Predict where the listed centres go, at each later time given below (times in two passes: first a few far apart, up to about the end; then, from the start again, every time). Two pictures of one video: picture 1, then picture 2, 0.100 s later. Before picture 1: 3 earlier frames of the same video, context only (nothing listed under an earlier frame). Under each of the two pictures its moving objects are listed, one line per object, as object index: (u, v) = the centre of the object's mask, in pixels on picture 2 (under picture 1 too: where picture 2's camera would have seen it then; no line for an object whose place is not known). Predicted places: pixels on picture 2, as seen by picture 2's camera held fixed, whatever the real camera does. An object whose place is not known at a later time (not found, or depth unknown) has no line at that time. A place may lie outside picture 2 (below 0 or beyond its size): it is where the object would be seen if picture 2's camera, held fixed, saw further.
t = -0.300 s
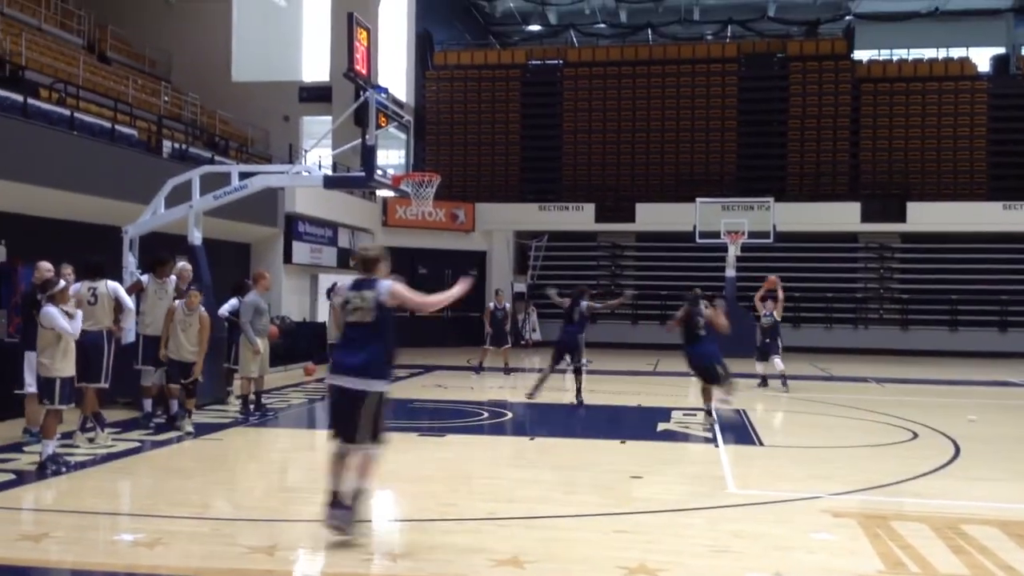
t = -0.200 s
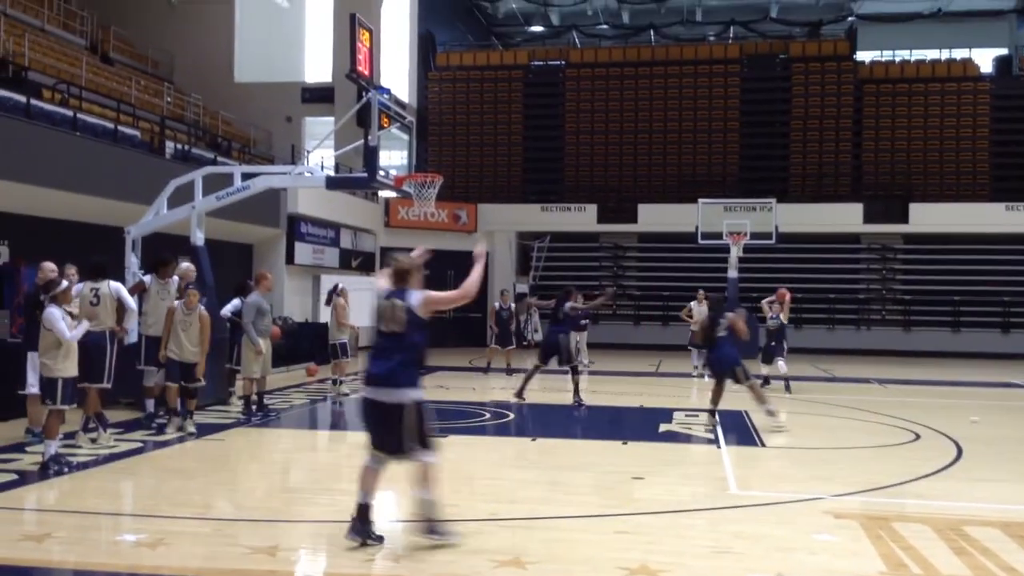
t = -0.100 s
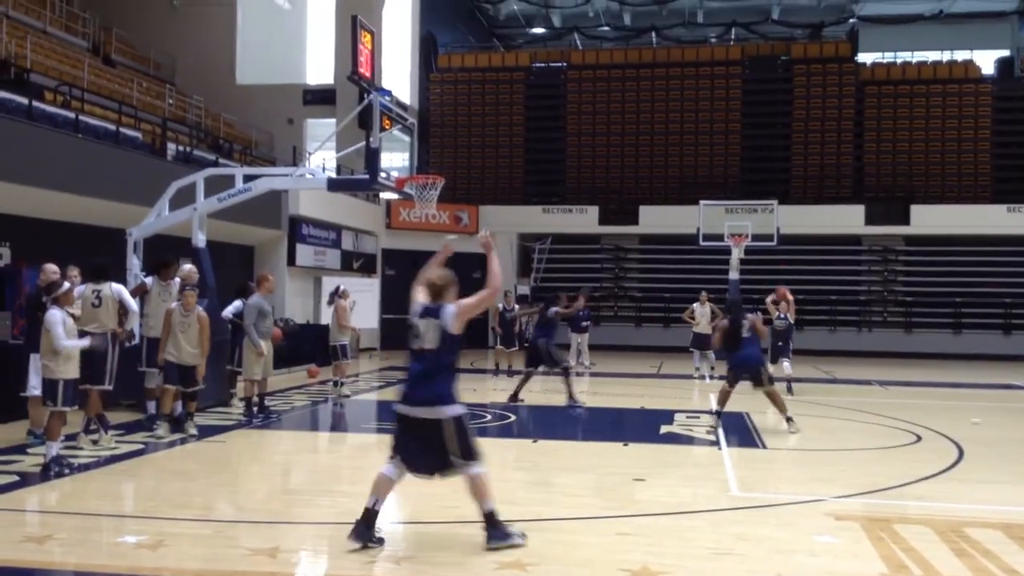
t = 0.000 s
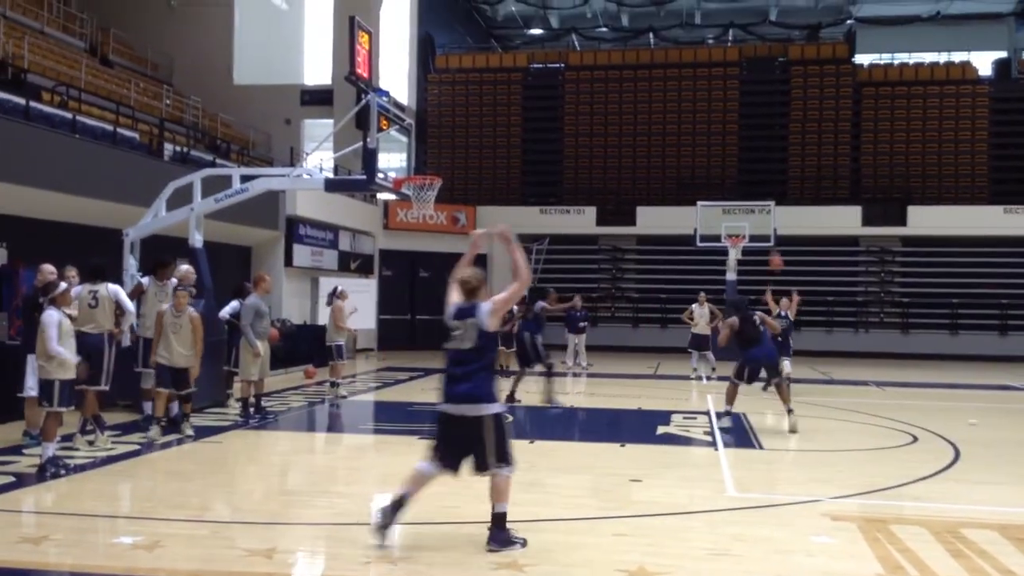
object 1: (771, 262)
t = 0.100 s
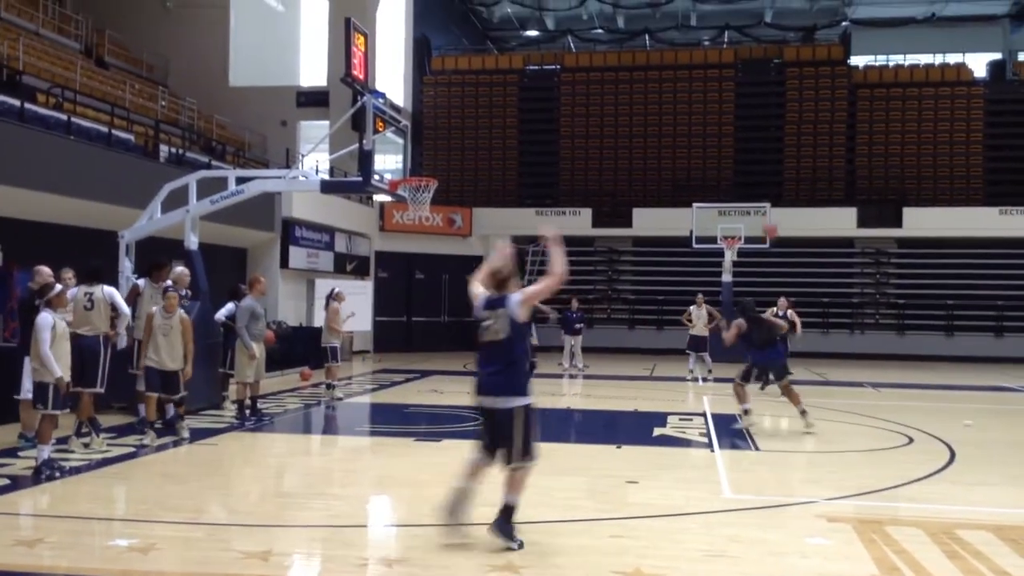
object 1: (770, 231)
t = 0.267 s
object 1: (768, 181)
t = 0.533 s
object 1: (768, 123)
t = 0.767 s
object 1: (768, 111)
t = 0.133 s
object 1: (770, 220)
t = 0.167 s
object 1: (769, 208)
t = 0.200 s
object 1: (769, 198)
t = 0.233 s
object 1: (769, 190)
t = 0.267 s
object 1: (768, 181)
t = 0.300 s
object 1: (768, 172)
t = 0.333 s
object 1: (769, 163)
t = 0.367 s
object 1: (768, 155)
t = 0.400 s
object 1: (768, 148)
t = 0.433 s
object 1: (768, 141)
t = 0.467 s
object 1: (768, 134)
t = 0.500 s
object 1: (768, 128)
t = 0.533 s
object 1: (768, 123)
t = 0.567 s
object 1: (767, 118)
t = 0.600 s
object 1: (767, 115)
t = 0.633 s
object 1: (767, 112)
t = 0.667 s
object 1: (767, 110)
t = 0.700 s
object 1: (767, 110)
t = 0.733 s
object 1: (767, 110)
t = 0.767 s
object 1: (768, 111)
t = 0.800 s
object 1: (768, 114)
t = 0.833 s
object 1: (768, 118)
